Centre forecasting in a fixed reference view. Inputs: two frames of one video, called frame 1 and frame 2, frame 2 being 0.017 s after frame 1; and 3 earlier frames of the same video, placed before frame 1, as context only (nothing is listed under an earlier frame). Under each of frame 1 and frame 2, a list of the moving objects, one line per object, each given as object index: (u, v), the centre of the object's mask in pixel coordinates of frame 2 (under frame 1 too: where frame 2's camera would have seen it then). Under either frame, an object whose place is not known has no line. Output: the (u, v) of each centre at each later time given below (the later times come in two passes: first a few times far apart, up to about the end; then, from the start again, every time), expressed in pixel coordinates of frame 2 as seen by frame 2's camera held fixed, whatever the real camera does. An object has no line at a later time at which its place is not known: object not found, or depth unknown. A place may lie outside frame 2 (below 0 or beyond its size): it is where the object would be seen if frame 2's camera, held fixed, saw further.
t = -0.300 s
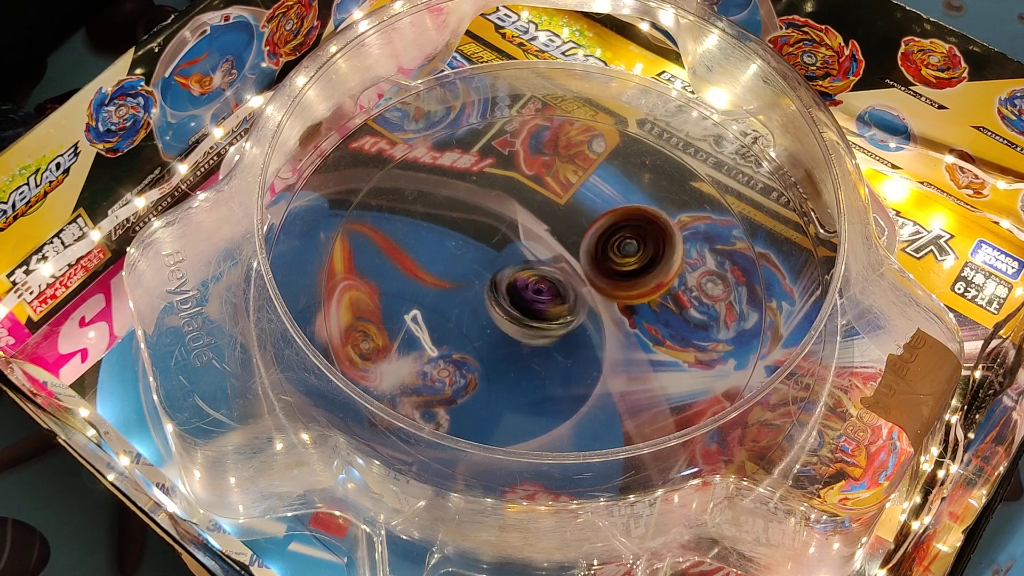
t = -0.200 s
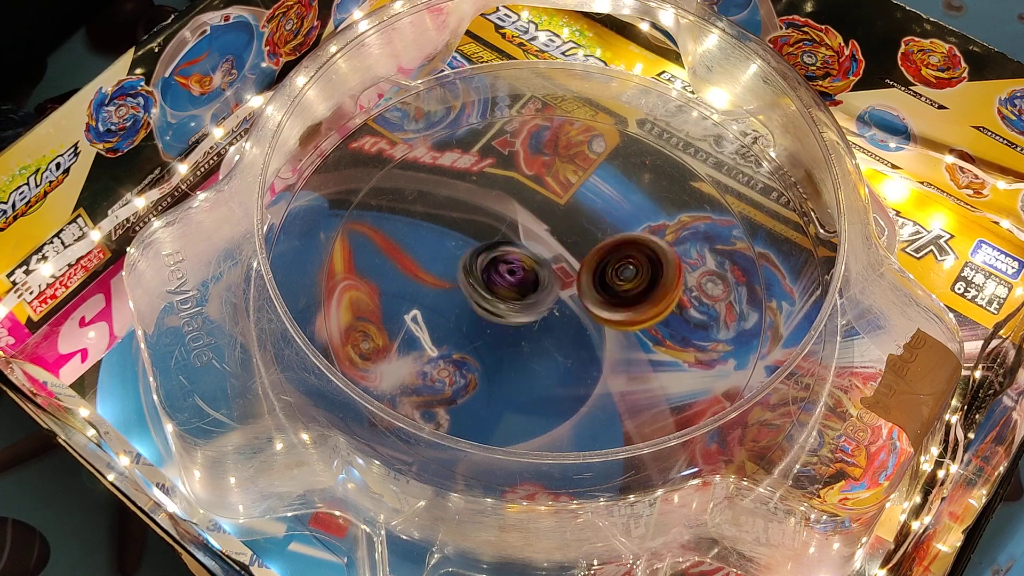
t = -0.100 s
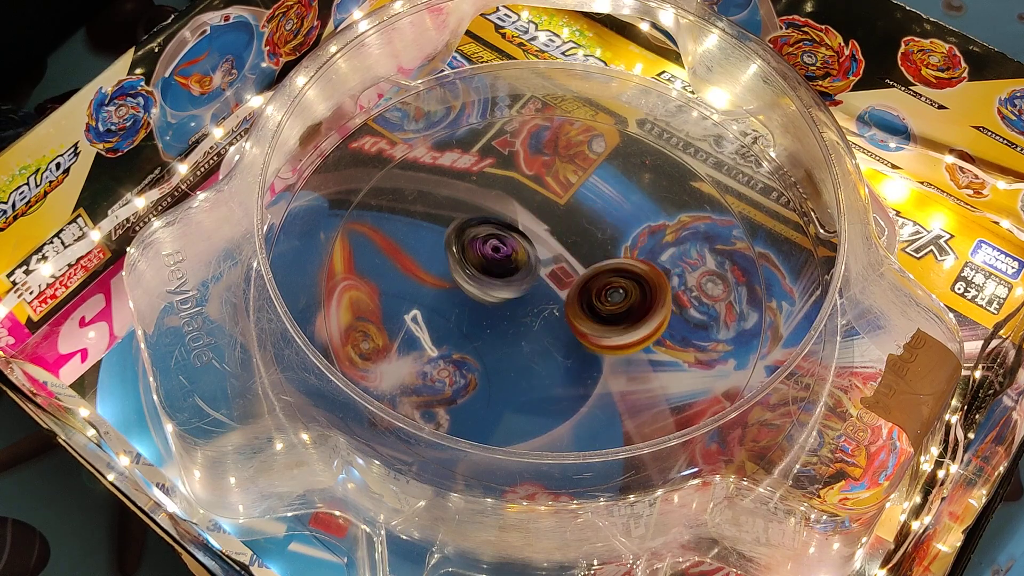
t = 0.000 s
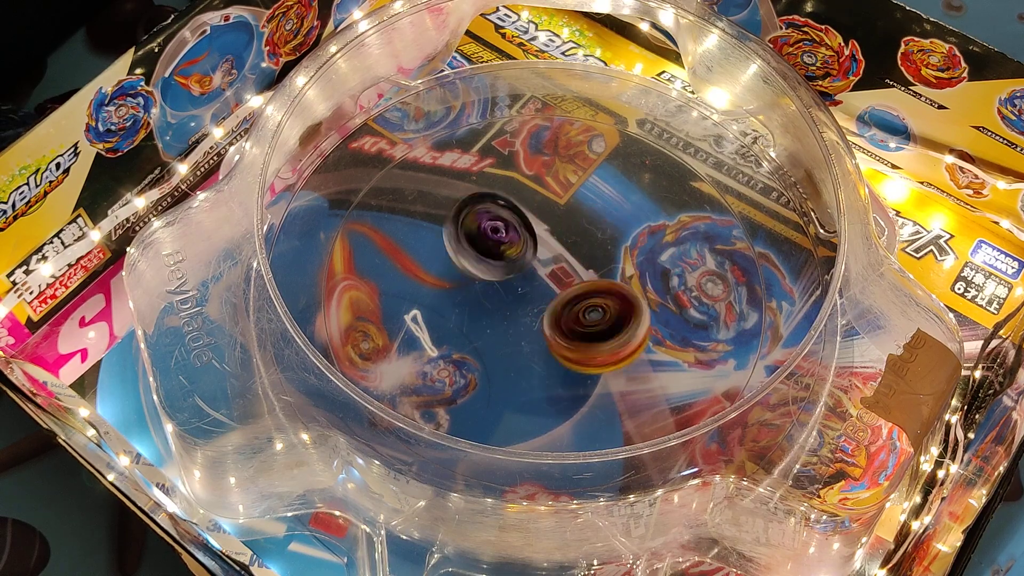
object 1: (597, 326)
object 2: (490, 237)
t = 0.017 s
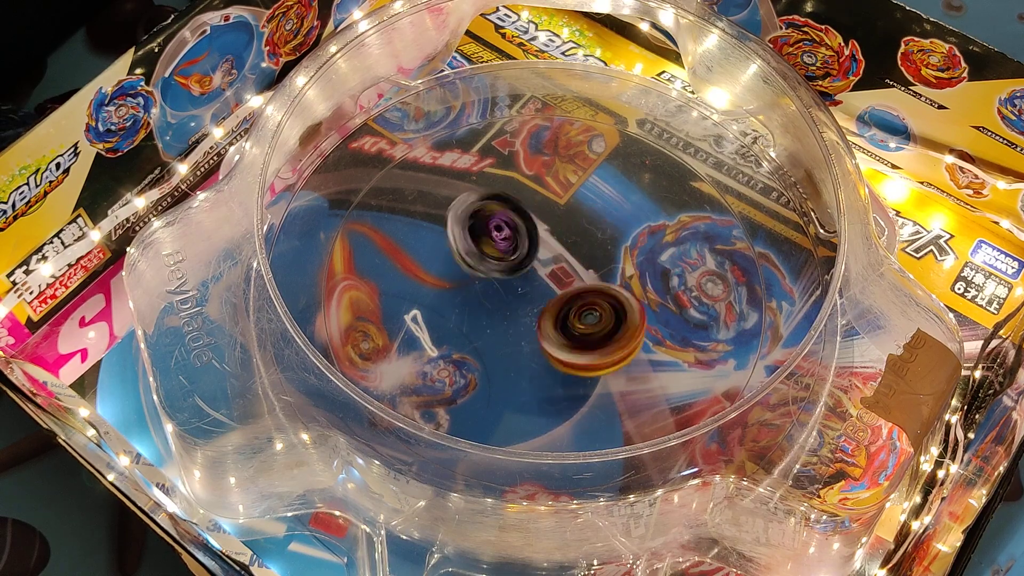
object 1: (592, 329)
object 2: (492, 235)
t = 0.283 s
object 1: (510, 343)
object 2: (543, 227)
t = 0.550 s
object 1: (465, 304)
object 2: (598, 279)
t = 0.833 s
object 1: (493, 244)
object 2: (570, 331)
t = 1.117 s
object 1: (562, 221)
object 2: (496, 309)
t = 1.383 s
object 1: (606, 249)
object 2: (507, 248)
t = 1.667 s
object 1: (621, 314)
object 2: (568, 235)
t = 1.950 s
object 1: (550, 377)
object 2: (608, 263)
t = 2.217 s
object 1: (465, 362)
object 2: (559, 280)
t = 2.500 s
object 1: (456, 272)
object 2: (550, 257)
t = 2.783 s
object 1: (544, 206)
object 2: (621, 258)
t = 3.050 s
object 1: (619, 209)
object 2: (641, 293)
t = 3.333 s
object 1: (633, 224)
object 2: (581, 301)
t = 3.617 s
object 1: (620, 238)
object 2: (531, 265)
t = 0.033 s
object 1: (587, 332)
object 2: (496, 234)
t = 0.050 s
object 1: (582, 334)
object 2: (496, 232)
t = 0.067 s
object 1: (578, 337)
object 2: (497, 230)
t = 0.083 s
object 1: (573, 338)
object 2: (499, 226)
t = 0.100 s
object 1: (566, 340)
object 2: (502, 225)
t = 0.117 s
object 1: (562, 342)
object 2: (507, 224)
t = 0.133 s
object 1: (555, 343)
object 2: (511, 226)
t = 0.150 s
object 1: (551, 343)
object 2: (513, 226)
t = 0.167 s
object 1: (546, 344)
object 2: (514, 224)
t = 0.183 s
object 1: (540, 345)
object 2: (518, 222)
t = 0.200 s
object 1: (535, 345)
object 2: (523, 222)
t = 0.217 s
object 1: (530, 345)
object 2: (528, 225)
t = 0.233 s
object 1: (524, 345)
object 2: (533, 228)
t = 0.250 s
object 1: (519, 345)
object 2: (535, 229)
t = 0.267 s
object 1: (514, 344)
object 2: (538, 228)
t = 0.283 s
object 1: (510, 343)
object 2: (543, 227)
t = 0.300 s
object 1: (505, 342)
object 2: (550, 230)
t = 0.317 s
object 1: (500, 341)
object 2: (554, 234)
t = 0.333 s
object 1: (496, 339)
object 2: (558, 239)
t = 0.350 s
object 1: (491, 337)
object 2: (560, 241)
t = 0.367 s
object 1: (488, 336)
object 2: (564, 240)
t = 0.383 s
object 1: (485, 333)
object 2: (569, 241)
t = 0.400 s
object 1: (481, 331)
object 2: (575, 244)
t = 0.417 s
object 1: (479, 329)
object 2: (578, 248)
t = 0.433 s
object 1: (475, 326)
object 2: (581, 253)
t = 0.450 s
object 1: (474, 323)
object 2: (582, 256)
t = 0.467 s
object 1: (471, 320)
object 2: (585, 258)
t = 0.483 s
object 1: (469, 317)
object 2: (591, 259)
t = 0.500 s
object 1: (468, 314)
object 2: (594, 264)
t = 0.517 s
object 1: (467, 311)
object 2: (598, 268)
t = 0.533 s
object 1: (466, 307)
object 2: (599, 275)
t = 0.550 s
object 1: (465, 304)
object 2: (598, 279)
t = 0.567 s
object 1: (465, 301)
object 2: (600, 282)
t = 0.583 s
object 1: (464, 297)
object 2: (603, 284)
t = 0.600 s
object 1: (464, 293)
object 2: (605, 288)
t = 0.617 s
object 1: (465, 290)
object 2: (606, 292)
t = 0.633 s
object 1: (466, 286)
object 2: (605, 299)
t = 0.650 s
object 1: (467, 282)
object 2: (602, 303)
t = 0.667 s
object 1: (468, 279)
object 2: (599, 306)
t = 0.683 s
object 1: (470, 275)
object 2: (600, 308)
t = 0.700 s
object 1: (472, 271)
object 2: (600, 311)
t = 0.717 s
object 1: (473, 267)
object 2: (598, 315)
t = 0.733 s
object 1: (476, 264)
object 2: (595, 318)
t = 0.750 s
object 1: (478, 261)
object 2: (590, 323)
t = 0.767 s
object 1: (480, 257)
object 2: (584, 325)
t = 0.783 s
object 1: (483, 254)
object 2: (581, 326)
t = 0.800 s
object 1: (486, 251)
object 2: (579, 327)
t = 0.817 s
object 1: (490, 247)
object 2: (575, 329)
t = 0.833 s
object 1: (493, 244)
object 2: (570, 331)
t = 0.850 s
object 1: (497, 242)
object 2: (567, 333)
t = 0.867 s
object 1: (500, 239)
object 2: (559, 335)
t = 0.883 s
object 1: (504, 236)
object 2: (554, 334)
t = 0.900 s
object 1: (508, 234)
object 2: (551, 334)
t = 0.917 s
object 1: (512, 232)
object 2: (547, 333)
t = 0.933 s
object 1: (516, 230)
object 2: (541, 333)
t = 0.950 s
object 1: (520, 228)
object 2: (536, 333)
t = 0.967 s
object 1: (525, 227)
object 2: (531, 333)
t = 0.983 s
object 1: (529, 225)
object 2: (525, 331)
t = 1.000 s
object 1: (532, 224)
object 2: (521, 329)
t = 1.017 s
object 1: (538, 223)
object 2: (519, 326)
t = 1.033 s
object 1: (541, 222)
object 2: (515, 324)
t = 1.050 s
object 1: (546, 222)
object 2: (510, 320)
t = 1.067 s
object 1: (550, 221)
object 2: (506, 319)
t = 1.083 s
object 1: (554, 221)
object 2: (501, 316)
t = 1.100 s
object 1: (558, 220)
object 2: (497, 312)
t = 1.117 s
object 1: (562, 221)
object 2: (496, 309)
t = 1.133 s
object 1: (567, 221)
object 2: (497, 305)
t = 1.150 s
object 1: (570, 222)
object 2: (495, 301)
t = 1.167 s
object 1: (572, 223)
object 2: (493, 296)
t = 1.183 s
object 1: (577, 223)
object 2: (491, 292)
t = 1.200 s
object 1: (580, 225)
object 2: (487, 288)
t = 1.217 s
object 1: (583, 226)
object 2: (486, 283)
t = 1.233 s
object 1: (587, 227)
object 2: (487, 279)
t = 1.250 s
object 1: (590, 229)
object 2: (490, 276)
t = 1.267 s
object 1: (592, 231)
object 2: (492, 272)
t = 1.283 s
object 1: (595, 233)
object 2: (492, 267)
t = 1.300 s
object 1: (598, 235)
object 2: (492, 262)
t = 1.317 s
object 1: (600, 239)
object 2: (492, 258)
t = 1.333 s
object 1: (601, 240)
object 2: (493, 254)
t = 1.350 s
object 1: (604, 243)
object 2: (496, 250)
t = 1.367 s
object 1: (606, 246)
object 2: (501, 248)
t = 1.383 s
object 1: (606, 249)
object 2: (507, 248)
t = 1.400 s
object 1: (607, 252)
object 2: (508, 246)
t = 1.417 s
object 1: (610, 256)
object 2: (510, 242)
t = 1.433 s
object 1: (613, 261)
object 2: (512, 237)
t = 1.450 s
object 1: (615, 265)
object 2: (514, 233)
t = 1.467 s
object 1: (618, 269)
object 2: (517, 229)
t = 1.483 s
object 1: (619, 273)
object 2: (522, 229)
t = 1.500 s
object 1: (621, 277)
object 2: (527, 230)
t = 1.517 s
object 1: (622, 280)
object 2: (532, 230)
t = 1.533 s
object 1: (624, 285)
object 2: (536, 230)
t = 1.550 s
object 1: (624, 289)
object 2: (540, 228)
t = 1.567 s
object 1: (624, 293)
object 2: (543, 226)
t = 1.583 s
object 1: (626, 297)
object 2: (547, 225)
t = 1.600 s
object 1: (625, 301)
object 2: (552, 224)
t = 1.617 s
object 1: (625, 305)
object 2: (557, 225)
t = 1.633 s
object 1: (624, 308)
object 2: (561, 227)
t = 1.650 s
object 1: (624, 311)
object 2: (564, 231)
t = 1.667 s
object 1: (621, 314)
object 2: (568, 235)
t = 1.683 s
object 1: (619, 317)
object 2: (570, 236)
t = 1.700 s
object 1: (618, 320)
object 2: (572, 238)
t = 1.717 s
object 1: (616, 324)
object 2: (578, 238)
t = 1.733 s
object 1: (613, 328)
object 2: (582, 238)
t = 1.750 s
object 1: (609, 330)
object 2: (585, 240)
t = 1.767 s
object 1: (607, 333)
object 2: (588, 243)
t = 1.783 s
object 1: (604, 336)
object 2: (590, 246)
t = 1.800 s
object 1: (599, 339)
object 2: (591, 248)
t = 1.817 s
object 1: (595, 342)
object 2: (590, 254)
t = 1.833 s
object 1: (591, 346)
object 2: (589, 256)
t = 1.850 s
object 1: (586, 349)
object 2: (591, 258)
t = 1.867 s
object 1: (579, 356)
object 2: (595, 258)
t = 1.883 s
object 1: (573, 362)
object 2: (597, 257)
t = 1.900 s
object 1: (566, 368)
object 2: (602, 257)
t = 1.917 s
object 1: (560, 372)
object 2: (604, 259)
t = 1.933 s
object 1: (554, 374)
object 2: (607, 261)
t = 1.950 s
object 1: (550, 377)
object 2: (608, 263)
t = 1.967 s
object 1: (544, 379)
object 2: (609, 266)
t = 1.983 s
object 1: (538, 381)
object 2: (606, 269)
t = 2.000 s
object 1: (533, 381)
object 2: (601, 271)
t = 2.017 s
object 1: (527, 383)
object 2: (597, 273)
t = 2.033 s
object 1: (521, 384)
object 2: (594, 273)
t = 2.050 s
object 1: (514, 383)
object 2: (591, 274)
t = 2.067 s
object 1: (510, 383)
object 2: (590, 275)
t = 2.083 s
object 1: (503, 382)
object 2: (585, 276)
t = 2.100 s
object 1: (498, 381)
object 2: (583, 276)
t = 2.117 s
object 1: (491, 379)
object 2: (582, 278)
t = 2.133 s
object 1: (488, 377)
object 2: (578, 280)
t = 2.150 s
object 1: (482, 375)
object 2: (573, 280)
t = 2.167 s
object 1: (477, 373)
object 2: (568, 281)
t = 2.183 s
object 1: (472, 369)
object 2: (563, 280)
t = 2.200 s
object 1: (470, 366)
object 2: (561, 280)
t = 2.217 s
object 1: (465, 362)
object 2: (559, 280)
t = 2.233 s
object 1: (462, 358)
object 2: (554, 280)
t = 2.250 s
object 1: (459, 353)
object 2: (550, 279)
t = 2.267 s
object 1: (457, 349)
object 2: (545, 278)
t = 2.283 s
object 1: (454, 344)
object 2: (540, 278)
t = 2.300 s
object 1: (452, 339)
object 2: (535, 279)
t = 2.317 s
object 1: (450, 334)
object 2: (529, 278)
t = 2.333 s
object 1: (450, 328)
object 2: (524, 277)
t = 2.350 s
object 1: (447, 323)
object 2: (525, 275)
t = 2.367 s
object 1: (445, 318)
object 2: (528, 274)
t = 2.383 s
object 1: (444, 313)
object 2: (532, 271)
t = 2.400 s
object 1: (445, 307)
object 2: (537, 270)
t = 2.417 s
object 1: (445, 302)
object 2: (541, 270)
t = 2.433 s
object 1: (448, 296)
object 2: (544, 268)
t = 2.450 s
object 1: (450, 289)
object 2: (545, 266)
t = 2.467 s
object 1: (453, 284)
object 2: (546, 263)
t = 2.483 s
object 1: (454, 278)
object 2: (546, 260)
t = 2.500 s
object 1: (456, 272)
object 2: (550, 257)
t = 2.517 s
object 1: (458, 265)
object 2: (553, 257)
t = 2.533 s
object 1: (463, 260)
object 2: (557, 255)
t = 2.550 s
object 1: (466, 256)
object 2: (560, 254)
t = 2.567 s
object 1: (469, 250)
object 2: (563, 253)
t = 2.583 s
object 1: (474, 244)
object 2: (566, 251)
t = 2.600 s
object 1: (479, 239)
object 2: (572, 252)
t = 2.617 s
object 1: (484, 235)
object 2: (578, 252)
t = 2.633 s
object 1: (488, 230)
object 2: (583, 254)
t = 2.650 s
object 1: (494, 226)
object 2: (588, 255)
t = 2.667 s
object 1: (500, 222)
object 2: (593, 257)
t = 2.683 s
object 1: (507, 219)
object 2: (598, 257)
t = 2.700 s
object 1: (512, 217)
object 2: (602, 256)
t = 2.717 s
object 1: (519, 215)
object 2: (607, 256)
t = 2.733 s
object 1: (525, 211)
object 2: (613, 256)
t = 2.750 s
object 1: (532, 209)
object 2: (615, 256)
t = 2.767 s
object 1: (538, 208)
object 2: (618, 257)
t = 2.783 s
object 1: (544, 206)
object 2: (621, 258)
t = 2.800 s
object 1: (551, 204)
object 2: (624, 259)
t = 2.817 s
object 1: (556, 201)
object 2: (626, 261)
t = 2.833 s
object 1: (563, 199)
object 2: (628, 263)
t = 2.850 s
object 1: (567, 199)
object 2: (630, 265)
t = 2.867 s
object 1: (573, 199)
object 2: (632, 267)
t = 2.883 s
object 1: (578, 199)
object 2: (633, 269)
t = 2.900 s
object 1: (583, 199)
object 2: (634, 272)
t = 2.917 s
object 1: (587, 201)
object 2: (636, 275)
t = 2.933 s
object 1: (591, 201)
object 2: (637, 276)
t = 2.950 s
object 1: (596, 201)
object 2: (639, 278)
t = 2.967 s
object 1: (601, 202)
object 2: (640, 281)
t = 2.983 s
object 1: (605, 204)
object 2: (641, 284)
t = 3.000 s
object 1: (608, 205)
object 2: (642, 287)
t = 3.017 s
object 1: (611, 207)
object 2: (642, 289)
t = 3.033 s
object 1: (615, 208)
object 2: (642, 291)
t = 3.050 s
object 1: (619, 209)
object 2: (641, 293)
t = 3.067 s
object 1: (623, 210)
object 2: (640, 295)
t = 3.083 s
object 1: (626, 211)
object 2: (638, 297)
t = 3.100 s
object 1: (629, 212)
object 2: (635, 300)
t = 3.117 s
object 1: (632, 213)
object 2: (632, 302)
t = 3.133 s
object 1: (633, 214)
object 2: (629, 303)
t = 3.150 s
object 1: (634, 217)
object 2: (626, 304)
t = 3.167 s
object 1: (634, 218)
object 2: (622, 305)
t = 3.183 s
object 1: (634, 218)
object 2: (618, 305)
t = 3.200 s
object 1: (634, 219)
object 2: (614, 305)
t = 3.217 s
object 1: (634, 220)
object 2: (610, 304)
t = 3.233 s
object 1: (635, 219)
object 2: (605, 304)
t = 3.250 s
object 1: (637, 220)
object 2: (600, 304)
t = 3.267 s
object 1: (637, 221)
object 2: (596, 304)
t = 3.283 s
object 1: (636, 222)
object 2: (592, 303)
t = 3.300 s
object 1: (635, 223)
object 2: (588, 302)
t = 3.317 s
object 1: (634, 224)
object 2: (584, 302)
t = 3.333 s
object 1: (633, 224)
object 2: (581, 301)
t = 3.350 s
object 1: (632, 225)
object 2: (578, 299)
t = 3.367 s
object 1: (630, 226)
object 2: (575, 298)
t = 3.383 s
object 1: (629, 226)
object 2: (572, 296)
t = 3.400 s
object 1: (628, 226)
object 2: (569, 295)
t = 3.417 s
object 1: (628, 227)
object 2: (566, 293)
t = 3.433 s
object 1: (629, 227)
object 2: (562, 292)
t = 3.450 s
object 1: (629, 228)
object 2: (557, 291)
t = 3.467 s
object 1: (629, 229)
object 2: (554, 289)
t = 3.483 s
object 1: (627, 231)
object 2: (551, 287)
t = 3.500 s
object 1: (627, 232)
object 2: (546, 284)
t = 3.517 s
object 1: (628, 233)
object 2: (542, 281)
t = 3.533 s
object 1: (627, 235)
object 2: (539, 278)
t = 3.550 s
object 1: (626, 236)
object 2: (536, 275)
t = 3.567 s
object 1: (624, 236)
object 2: (534, 272)
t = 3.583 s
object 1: (623, 237)
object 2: (533, 269)
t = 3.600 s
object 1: (621, 237)
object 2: (532, 267)
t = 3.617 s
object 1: (620, 238)
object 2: (531, 265)
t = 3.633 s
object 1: (618, 238)
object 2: (530, 264)
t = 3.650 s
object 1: (617, 239)
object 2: (528, 261)
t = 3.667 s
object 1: (616, 240)
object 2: (525, 260)
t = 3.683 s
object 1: (614, 241)
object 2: (522, 258)
